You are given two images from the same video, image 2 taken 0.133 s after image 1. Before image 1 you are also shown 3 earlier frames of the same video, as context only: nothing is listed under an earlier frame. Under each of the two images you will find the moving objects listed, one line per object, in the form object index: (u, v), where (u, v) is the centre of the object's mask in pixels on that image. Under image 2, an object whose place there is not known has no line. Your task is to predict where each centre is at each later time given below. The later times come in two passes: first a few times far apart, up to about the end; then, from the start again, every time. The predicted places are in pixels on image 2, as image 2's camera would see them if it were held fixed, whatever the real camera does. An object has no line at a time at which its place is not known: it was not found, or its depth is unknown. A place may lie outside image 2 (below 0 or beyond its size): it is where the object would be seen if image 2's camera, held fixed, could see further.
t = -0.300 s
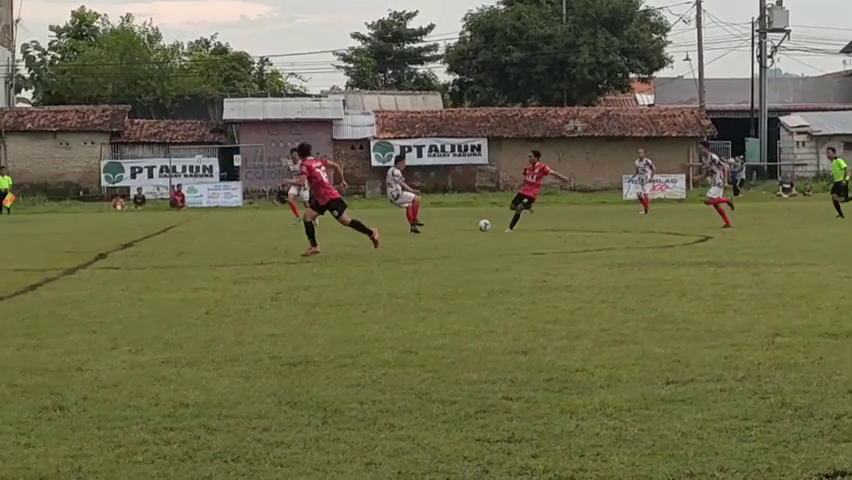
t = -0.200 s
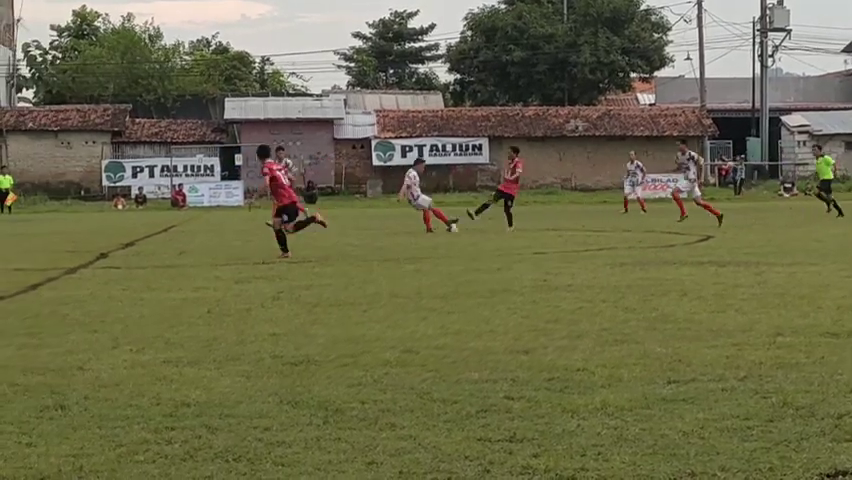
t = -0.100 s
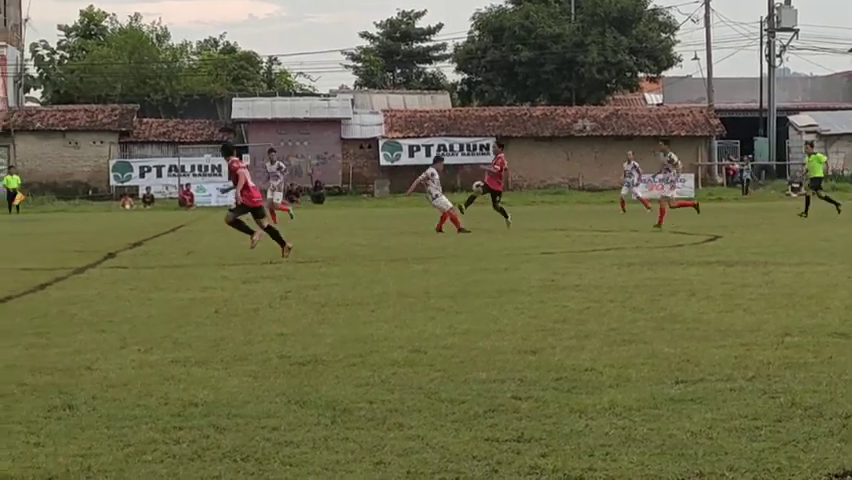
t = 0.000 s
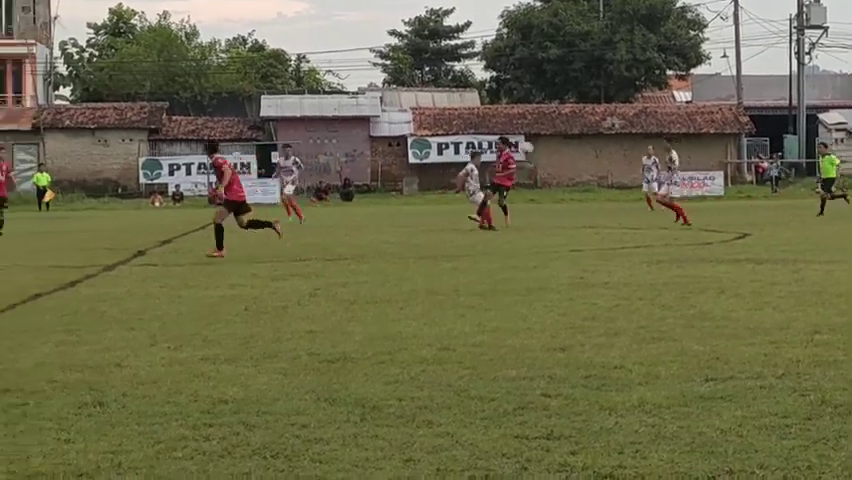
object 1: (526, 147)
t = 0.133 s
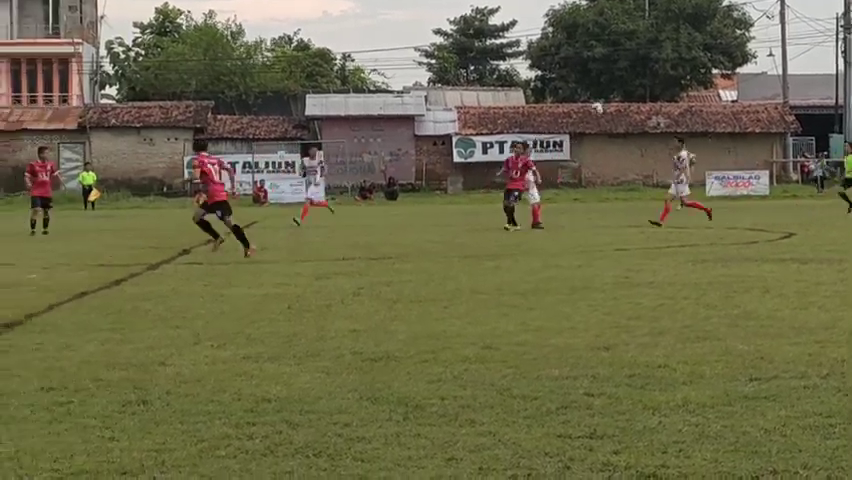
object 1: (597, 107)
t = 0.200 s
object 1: (609, 93)
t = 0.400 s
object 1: (645, 64)
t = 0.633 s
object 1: (687, 58)
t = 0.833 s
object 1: (720, 73)
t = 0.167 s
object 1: (603, 99)
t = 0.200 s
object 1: (609, 93)
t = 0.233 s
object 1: (615, 87)
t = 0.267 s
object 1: (621, 81)
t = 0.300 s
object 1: (627, 75)
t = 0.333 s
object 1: (633, 71)
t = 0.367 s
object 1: (639, 67)
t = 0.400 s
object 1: (645, 64)
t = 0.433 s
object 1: (651, 61)
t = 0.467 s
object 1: (657, 59)
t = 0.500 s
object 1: (663, 57)
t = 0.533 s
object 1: (669, 56)
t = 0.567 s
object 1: (675, 56)
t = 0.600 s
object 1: (680, 57)
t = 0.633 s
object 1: (687, 58)
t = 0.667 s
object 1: (693, 58)
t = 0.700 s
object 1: (698, 60)
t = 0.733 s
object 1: (703, 64)
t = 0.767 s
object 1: (709, 66)
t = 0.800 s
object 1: (715, 70)
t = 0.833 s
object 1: (720, 73)
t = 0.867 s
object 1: (725, 79)
